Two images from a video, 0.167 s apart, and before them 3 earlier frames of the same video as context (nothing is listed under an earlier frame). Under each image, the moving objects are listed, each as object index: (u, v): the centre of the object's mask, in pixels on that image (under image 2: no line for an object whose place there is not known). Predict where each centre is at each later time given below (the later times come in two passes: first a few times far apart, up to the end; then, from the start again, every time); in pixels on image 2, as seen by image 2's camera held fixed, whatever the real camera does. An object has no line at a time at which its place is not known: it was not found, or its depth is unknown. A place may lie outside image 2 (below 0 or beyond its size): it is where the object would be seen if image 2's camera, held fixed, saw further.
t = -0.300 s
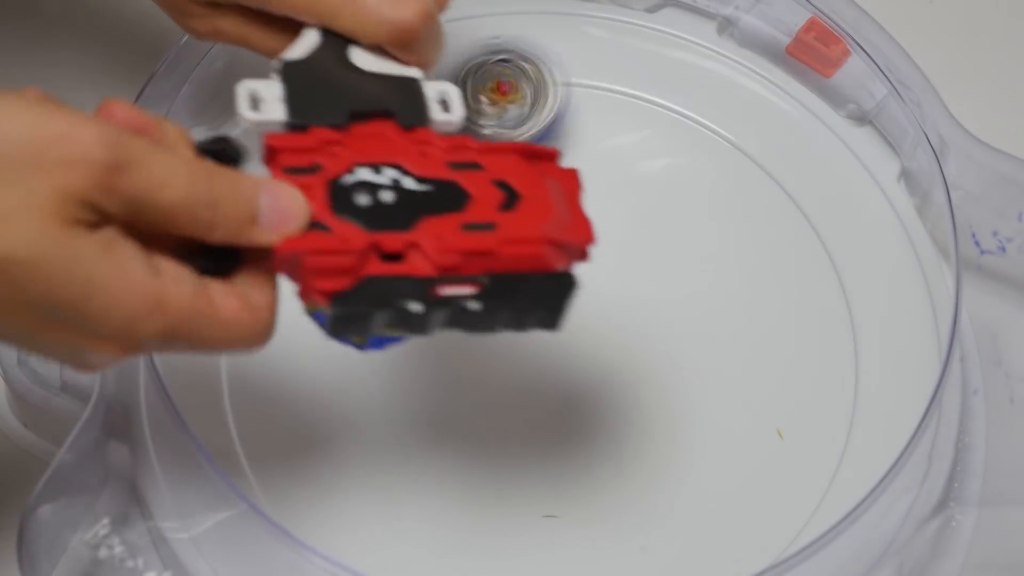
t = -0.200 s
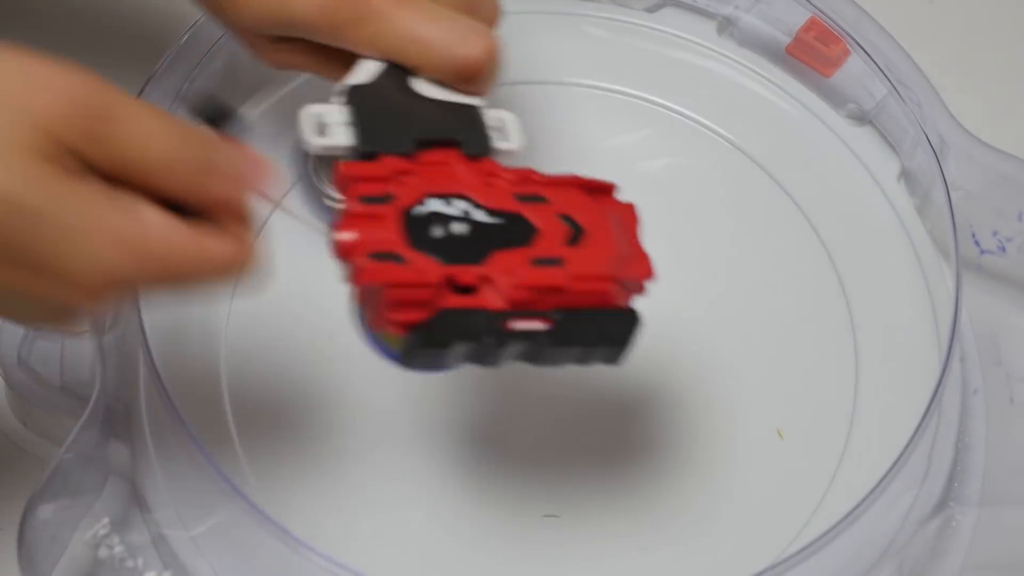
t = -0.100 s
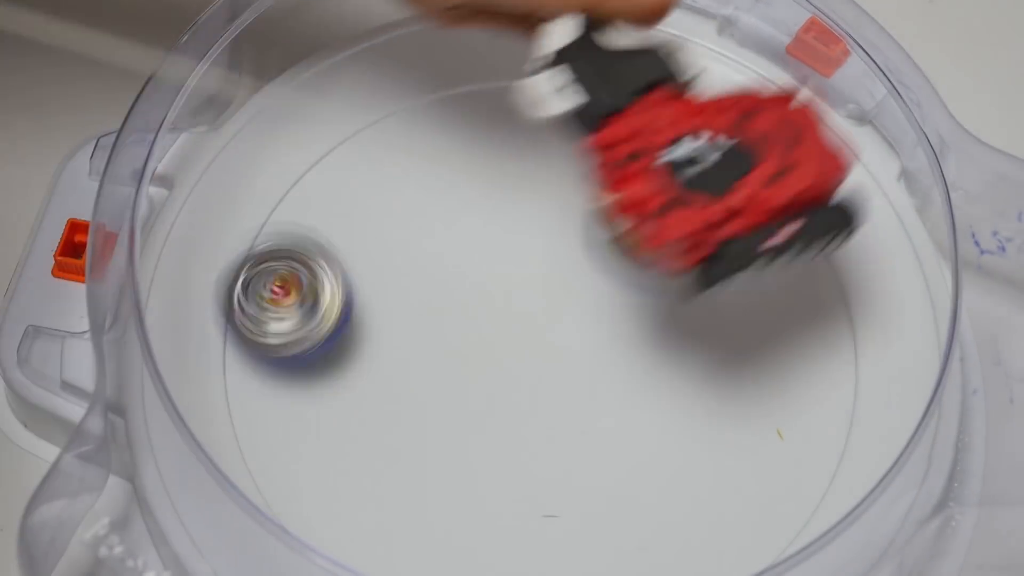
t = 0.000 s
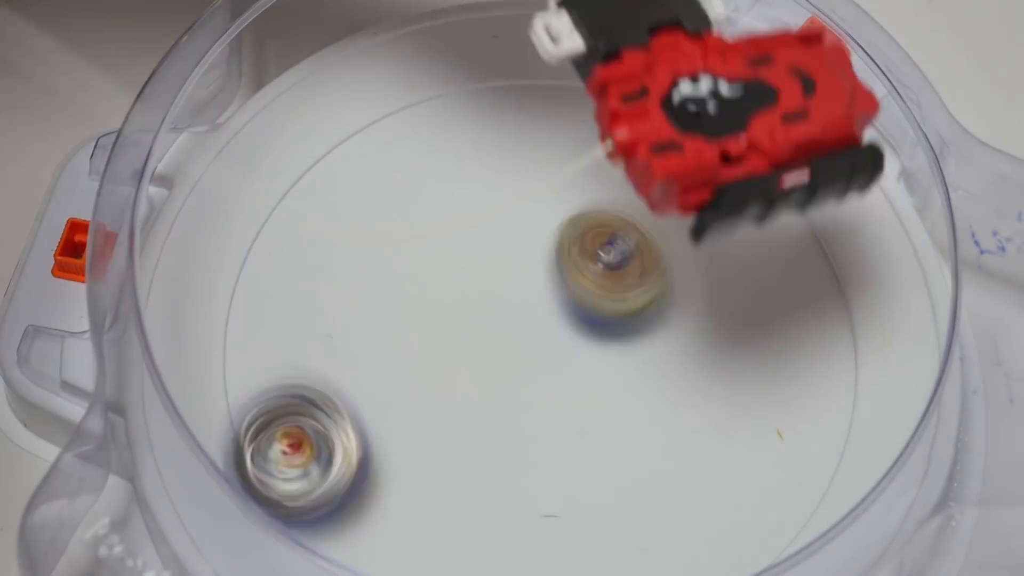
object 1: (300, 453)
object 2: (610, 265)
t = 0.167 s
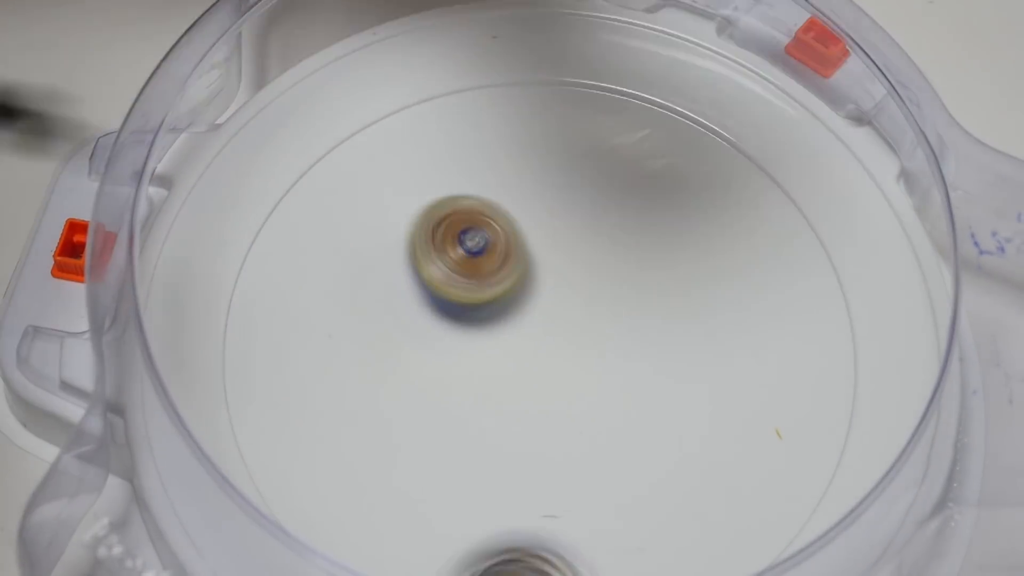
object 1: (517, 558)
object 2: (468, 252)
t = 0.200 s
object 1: (587, 558)
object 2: (443, 253)
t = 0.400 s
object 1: (841, 375)
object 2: (357, 236)
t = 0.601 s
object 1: (680, 109)
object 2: (417, 280)
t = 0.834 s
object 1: (302, 167)
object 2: (630, 270)
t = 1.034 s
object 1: (351, 525)
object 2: (681, 217)
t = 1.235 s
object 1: (765, 514)
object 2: (586, 199)
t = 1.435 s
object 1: (810, 220)
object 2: (460, 260)
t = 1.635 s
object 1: (525, 62)
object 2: (526, 414)
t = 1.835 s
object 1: (248, 282)
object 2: (729, 408)
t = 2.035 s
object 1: (440, 545)
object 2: (784, 227)
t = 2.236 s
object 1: (762, 495)
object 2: (546, 107)
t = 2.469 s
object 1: (754, 163)
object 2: (264, 357)
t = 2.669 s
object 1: (461, 77)
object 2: (455, 559)
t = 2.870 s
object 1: (254, 309)
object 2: (785, 496)
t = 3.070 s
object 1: (435, 541)
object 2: (774, 220)
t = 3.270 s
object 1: (770, 516)
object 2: (466, 101)
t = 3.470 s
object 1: (826, 249)
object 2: (235, 297)
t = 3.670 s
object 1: (575, 71)
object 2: (407, 543)
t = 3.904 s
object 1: (258, 233)
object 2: (754, 440)
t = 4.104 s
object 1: (346, 524)
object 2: (728, 161)
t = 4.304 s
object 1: (686, 537)
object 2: (459, 77)
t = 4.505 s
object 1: (813, 294)
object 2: (250, 277)
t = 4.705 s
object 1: (641, 74)
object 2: (410, 519)
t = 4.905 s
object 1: (349, 122)
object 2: (736, 503)
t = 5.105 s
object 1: (283, 393)
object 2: (834, 269)
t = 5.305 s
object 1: (546, 535)
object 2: (636, 84)
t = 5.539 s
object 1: (817, 368)
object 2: (327, 213)
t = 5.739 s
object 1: (728, 130)
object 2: (333, 489)
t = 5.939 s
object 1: (441, 96)
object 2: (588, 562)
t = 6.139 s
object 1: (267, 322)
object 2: (806, 430)
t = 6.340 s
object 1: (410, 534)
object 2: (716, 192)
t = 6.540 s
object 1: (689, 518)
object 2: (442, 122)
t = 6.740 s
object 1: (766, 283)
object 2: (238, 277)
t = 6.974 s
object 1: (524, 102)
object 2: (411, 525)
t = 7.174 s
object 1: (298, 214)
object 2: (695, 470)
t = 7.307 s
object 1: (297, 376)
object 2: (771, 319)
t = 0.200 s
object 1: (587, 558)
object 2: (443, 253)
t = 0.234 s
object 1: (650, 550)
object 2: (421, 252)
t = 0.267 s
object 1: (713, 542)
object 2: (403, 247)
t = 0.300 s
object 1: (761, 519)
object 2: (388, 243)
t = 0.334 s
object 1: (799, 477)
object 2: (375, 239)
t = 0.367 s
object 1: (824, 427)
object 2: (365, 237)
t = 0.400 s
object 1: (841, 375)
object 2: (357, 236)
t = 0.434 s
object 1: (846, 323)
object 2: (352, 239)
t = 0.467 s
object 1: (834, 271)
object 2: (353, 245)
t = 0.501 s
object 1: (810, 221)
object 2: (359, 255)
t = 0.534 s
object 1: (775, 176)
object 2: (373, 264)
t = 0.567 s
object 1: (733, 138)
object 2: (392, 272)
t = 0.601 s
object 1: (680, 109)
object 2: (417, 280)
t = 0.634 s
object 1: (627, 85)
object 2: (448, 286)
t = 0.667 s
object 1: (573, 71)
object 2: (480, 289)
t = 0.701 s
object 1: (515, 65)
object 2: (513, 289)
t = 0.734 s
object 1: (456, 74)
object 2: (546, 288)
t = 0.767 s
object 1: (401, 93)
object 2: (577, 284)
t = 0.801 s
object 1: (349, 121)
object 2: (605, 278)
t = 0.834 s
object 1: (302, 167)
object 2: (630, 270)
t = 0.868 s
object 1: (264, 219)
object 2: (650, 262)
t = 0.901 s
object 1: (245, 281)
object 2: (666, 253)
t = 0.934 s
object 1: (242, 349)
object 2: (677, 243)
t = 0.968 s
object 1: (259, 419)
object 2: (683, 234)
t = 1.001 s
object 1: (301, 482)
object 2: (685, 226)
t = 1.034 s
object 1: (351, 525)
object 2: (681, 217)
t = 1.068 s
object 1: (418, 544)
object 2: (673, 212)
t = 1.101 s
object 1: (492, 554)
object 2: (661, 207)
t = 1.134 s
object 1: (573, 555)
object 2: (646, 202)
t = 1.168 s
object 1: (646, 549)
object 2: (628, 200)
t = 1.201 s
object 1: (709, 537)
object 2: (608, 199)
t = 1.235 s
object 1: (765, 514)
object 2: (586, 199)
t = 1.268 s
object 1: (802, 473)
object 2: (562, 199)
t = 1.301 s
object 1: (829, 422)
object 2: (538, 201)
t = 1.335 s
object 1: (838, 368)
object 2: (513, 207)
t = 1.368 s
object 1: (838, 318)
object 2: (491, 220)
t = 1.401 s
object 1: (828, 270)
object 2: (473, 238)
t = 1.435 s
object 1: (810, 220)
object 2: (460, 260)
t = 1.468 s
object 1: (779, 173)
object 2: (454, 285)
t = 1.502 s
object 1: (743, 137)
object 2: (454, 313)
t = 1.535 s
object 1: (698, 106)
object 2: (463, 342)
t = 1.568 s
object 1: (644, 81)
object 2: (477, 369)
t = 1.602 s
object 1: (583, 66)
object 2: (499, 393)
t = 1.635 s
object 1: (525, 62)
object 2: (526, 414)
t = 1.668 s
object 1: (461, 72)
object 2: (559, 430)
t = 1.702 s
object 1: (400, 93)
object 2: (595, 439)
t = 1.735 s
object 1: (344, 126)
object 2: (632, 441)
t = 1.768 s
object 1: (302, 172)
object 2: (669, 437)
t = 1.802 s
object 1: (267, 224)
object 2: (701, 425)
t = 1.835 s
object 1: (248, 282)
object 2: (729, 408)
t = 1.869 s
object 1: (249, 347)
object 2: (755, 386)
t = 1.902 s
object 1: (259, 409)
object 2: (774, 360)
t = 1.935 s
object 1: (285, 466)
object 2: (788, 329)
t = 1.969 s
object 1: (328, 514)
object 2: (793, 296)
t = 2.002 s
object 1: (378, 533)
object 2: (794, 263)
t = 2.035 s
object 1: (440, 545)
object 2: (784, 227)
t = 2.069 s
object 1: (504, 551)
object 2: (765, 190)
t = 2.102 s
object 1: (563, 552)
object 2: (735, 160)
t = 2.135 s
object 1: (628, 547)
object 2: (699, 136)
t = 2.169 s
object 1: (681, 538)
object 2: (654, 116)
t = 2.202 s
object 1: (726, 524)
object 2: (602, 106)
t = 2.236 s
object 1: (762, 495)
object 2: (546, 107)
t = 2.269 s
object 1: (790, 450)
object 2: (491, 117)
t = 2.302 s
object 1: (806, 402)
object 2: (438, 138)
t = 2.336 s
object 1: (815, 349)
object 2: (388, 167)
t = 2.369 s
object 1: (813, 299)
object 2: (342, 206)
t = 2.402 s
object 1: (801, 251)
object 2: (304, 252)
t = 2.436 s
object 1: (782, 205)
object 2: (278, 304)
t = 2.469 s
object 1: (754, 163)
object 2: (264, 357)
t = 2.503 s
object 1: (719, 128)
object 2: (259, 411)
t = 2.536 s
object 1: (677, 97)
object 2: (273, 458)
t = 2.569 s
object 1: (630, 76)
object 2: (308, 497)
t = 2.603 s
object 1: (573, 70)
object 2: (356, 530)
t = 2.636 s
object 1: (517, 69)
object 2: (397, 548)
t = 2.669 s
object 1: (461, 77)
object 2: (455, 559)
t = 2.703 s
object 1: (409, 92)
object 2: (520, 564)
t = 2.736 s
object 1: (360, 120)
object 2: (585, 563)
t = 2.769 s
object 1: (319, 155)
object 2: (644, 557)
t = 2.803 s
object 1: (285, 203)
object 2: (704, 547)
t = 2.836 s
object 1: (263, 256)
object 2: (753, 529)
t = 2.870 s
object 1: (254, 309)
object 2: (785, 496)
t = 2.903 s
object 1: (257, 363)
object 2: (816, 454)
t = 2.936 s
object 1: (273, 413)
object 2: (829, 406)
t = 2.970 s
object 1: (301, 460)
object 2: (831, 359)
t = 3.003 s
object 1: (339, 500)
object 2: (822, 309)
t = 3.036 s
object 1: (386, 526)
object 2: (801, 265)
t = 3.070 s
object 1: (435, 541)
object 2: (774, 220)
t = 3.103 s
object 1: (491, 550)
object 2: (734, 182)
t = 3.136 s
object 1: (557, 553)
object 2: (690, 153)
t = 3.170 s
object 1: (620, 552)
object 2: (638, 125)
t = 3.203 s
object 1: (679, 547)
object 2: (582, 113)
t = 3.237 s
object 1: (729, 535)
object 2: (526, 100)
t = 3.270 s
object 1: (770, 516)
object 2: (466, 101)
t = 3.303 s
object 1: (800, 476)
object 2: (412, 111)
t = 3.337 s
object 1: (827, 437)
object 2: (357, 126)
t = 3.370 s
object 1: (845, 391)
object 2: (304, 154)
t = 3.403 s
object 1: (850, 342)
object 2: (277, 197)
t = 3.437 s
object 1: (841, 295)
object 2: (253, 247)
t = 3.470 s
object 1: (826, 249)
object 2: (235, 297)
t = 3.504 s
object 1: (801, 204)
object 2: (243, 353)
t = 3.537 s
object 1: (770, 165)
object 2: (250, 406)
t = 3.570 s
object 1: (730, 130)
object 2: (276, 456)
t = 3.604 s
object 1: (682, 105)
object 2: (315, 495)
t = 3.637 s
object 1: (631, 84)
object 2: (360, 527)
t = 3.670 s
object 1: (575, 71)
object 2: (407, 543)
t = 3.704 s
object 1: (520, 66)
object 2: (463, 551)
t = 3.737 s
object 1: (463, 72)
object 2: (525, 553)
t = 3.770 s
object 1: (410, 87)
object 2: (581, 549)
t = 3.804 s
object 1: (358, 110)
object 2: (639, 540)
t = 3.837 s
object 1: (317, 145)
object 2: (685, 522)
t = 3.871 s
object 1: (284, 184)
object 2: (726, 487)
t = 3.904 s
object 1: (258, 233)
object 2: (754, 440)
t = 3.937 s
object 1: (242, 285)
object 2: (773, 395)
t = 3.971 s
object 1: (239, 338)
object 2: (780, 344)
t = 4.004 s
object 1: (250, 392)
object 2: (781, 295)
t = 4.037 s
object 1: (271, 441)
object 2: (770, 246)
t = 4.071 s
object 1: (303, 490)
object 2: (754, 200)
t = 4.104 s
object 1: (346, 524)
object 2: (728, 161)
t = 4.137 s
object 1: (396, 540)
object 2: (693, 124)
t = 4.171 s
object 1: (452, 550)
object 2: (655, 92)
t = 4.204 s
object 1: (515, 554)
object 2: (610, 70)
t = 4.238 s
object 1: (575, 553)
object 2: (559, 71)
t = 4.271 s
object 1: (630, 549)
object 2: (508, 72)
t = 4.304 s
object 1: (686, 537)
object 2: (459, 77)
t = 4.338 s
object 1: (730, 518)
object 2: (410, 91)
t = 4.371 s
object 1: (768, 484)
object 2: (367, 119)
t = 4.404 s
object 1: (792, 440)
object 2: (324, 147)
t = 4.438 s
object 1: (808, 393)
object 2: (289, 186)
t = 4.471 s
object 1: (815, 344)
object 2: (264, 227)
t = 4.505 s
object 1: (813, 294)
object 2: (250, 277)
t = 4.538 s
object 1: (803, 246)
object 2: (249, 322)
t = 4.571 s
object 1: (783, 201)
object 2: (260, 373)
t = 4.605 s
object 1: (758, 161)
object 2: (282, 416)
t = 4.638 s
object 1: (726, 128)
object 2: (317, 461)
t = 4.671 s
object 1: (686, 96)
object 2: (356, 492)
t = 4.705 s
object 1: (641, 74)
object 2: (410, 519)
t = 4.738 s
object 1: (590, 68)
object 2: (460, 530)
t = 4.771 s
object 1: (537, 70)
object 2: (522, 536)
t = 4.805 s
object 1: (488, 75)
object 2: (577, 538)
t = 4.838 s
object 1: (438, 84)
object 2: (636, 533)
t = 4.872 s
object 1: (390, 100)
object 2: (690, 524)
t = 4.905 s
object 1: (349, 122)
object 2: (736, 503)
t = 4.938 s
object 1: (313, 159)
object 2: (779, 472)
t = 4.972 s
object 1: (286, 200)
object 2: (808, 437)
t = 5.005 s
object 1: (270, 246)
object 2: (834, 395)
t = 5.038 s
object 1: (262, 294)
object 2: (853, 353)
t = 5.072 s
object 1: (268, 341)
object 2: (851, 311)
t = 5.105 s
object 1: (283, 393)
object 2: (834, 269)
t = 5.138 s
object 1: (310, 435)
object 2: (814, 230)
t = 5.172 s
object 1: (348, 478)
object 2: (788, 191)
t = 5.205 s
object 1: (391, 507)
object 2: (759, 154)
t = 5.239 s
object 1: (436, 521)
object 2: (723, 124)
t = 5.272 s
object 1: (489, 531)
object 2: (681, 101)
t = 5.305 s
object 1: (546, 535)
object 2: (636, 84)
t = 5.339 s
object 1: (600, 534)
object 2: (587, 78)
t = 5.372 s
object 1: (649, 526)
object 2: (536, 79)
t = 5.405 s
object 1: (697, 512)
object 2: (488, 90)
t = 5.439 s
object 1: (739, 482)
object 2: (439, 111)
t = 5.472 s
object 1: (772, 447)
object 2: (396, 138)
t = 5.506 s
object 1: (798, 410)
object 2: (359, 174)
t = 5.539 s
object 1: (817, 368)
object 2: (327, 213)
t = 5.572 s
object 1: (824, 323)
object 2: (308, 256)
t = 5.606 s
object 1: (822, 279)
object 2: (294, 305)
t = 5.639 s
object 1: (810, 235)
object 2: (291, 351)
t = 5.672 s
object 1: (790, 194)
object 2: (297, 398)
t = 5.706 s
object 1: (762, 160)
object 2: (308, 446)
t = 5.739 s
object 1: (728, 130)
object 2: (333, 489)
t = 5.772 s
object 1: (688, 107)
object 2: (366, 523)
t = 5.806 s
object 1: (641, 87)
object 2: (396, 541)
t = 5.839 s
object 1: (593, 76)
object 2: (436, 554)
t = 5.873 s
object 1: (541, 75)
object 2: (485, 564)
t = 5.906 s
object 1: (492, 80)
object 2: (534, 565)
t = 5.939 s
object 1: (441, 96)
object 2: (588, 562)
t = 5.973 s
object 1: (396, 120)
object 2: (641, 557)
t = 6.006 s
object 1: (356, 148)
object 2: (688, 548)
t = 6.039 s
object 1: (318, 187)
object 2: (732, 531)
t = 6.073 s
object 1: (295, 230)
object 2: (764, 508)
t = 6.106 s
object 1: (278, 275)
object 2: (791, 475)
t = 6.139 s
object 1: (267, 322)
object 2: (806, 430)
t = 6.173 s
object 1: (270, 367)
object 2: (812, 386)
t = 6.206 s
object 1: (282, 414)
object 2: (809, 343)
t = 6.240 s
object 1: (303, 457)
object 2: (796, 301)
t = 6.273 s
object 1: (334, 491)
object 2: (776, 259)
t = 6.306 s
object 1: (369, 520)
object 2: (749, 222)
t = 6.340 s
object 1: (410, 534)
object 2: (716, 192)
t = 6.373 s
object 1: (456, 541)
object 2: (675, 165)
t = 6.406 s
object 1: (506, 546)
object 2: (631, 145)
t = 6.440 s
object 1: (555, 545)
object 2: (585, 126)
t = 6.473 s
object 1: (606, 542)
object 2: (538, 120)
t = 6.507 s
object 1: (651, 532)
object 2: (488, 117)
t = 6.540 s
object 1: (689, 518)
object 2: (442, 122)
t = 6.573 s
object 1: (721, 491)
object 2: (398, 135)
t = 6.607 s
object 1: (746, 454)
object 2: (355, 153)
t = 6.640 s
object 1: (764, 415)
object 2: (315, 177)
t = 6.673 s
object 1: (773, 371)
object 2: (284, 205)
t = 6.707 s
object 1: (774, 328)
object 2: (258, 240)
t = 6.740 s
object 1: (766, 283)
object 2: (238, 277)
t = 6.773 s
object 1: (749, 243)
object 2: (237, 319)
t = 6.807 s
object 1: (726, 204)
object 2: (245, 367)
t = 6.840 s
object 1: (694, 173)
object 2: (259, 410)
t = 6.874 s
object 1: (655, 145)
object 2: (286, 448)
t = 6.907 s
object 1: (611, 125)
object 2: (325, 482)
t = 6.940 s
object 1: (570, 109)
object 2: (366, 510)
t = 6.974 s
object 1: (524, 102)
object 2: (411, 525)
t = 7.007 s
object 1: (477, 101)
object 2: (462, 531)
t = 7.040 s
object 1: (433, 107)
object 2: (515, 532)
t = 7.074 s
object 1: (389, 127)
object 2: (566, 530)
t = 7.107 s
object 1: (353, 149)
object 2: (614, 520)
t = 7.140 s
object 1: (322, 181)
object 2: (657, 498)
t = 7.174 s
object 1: (298, 214)
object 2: (695, 470)
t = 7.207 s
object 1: (285, 253)
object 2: (727, 436)
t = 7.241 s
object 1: (278, 295)
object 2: (749, 398)
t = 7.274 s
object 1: (284, 334)
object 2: (763, 361)
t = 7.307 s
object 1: (297, 376)
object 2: (771, 319)
